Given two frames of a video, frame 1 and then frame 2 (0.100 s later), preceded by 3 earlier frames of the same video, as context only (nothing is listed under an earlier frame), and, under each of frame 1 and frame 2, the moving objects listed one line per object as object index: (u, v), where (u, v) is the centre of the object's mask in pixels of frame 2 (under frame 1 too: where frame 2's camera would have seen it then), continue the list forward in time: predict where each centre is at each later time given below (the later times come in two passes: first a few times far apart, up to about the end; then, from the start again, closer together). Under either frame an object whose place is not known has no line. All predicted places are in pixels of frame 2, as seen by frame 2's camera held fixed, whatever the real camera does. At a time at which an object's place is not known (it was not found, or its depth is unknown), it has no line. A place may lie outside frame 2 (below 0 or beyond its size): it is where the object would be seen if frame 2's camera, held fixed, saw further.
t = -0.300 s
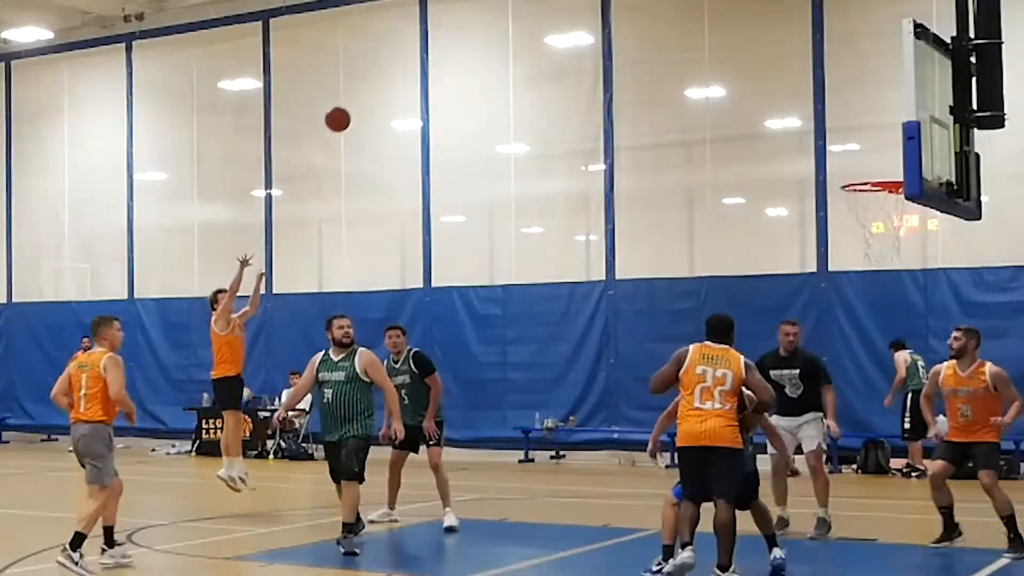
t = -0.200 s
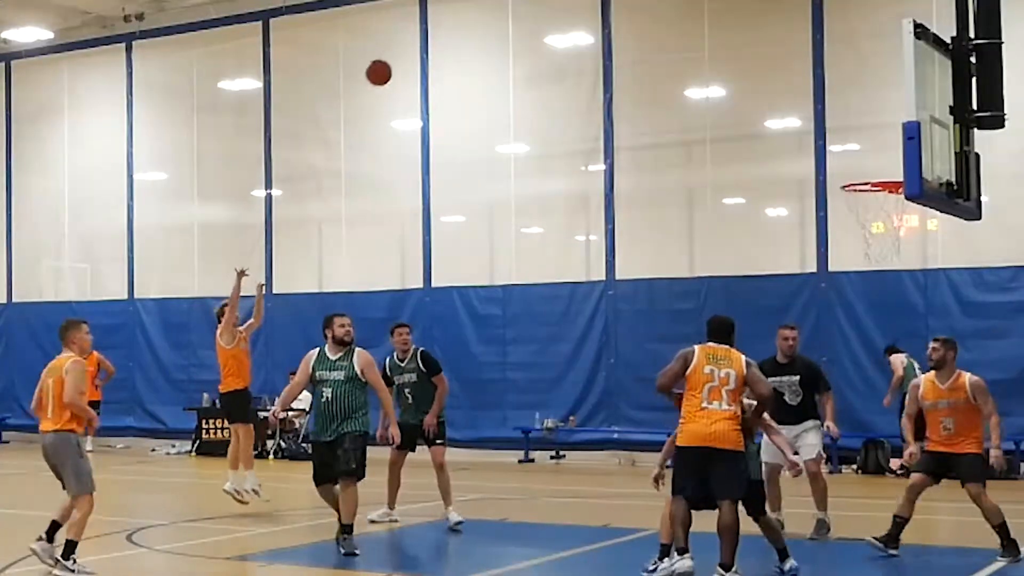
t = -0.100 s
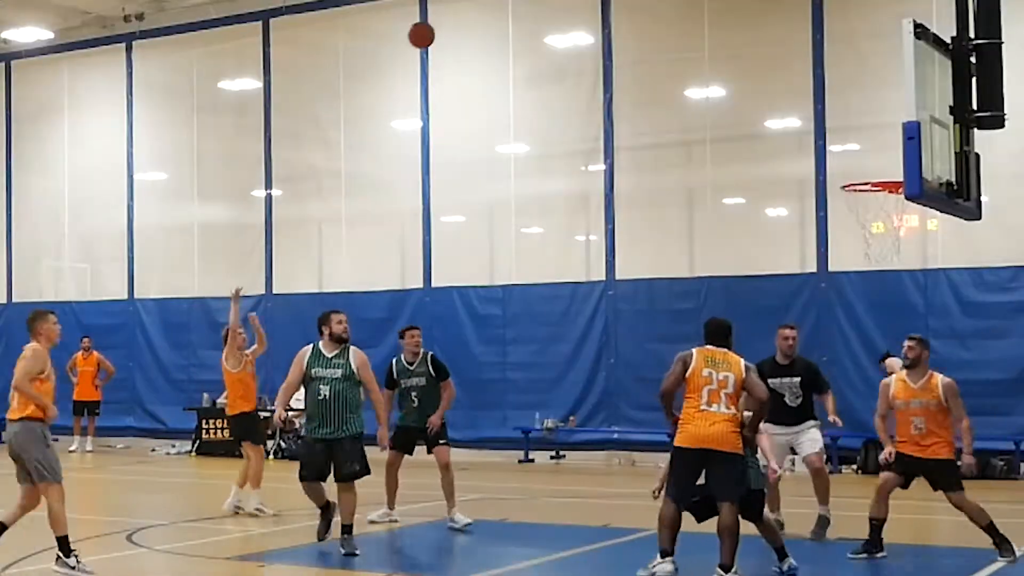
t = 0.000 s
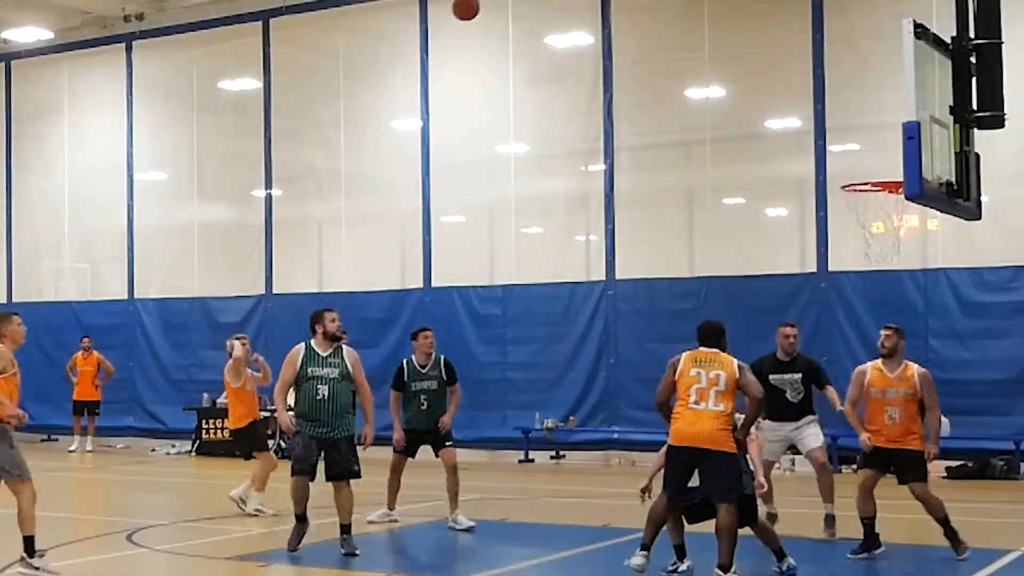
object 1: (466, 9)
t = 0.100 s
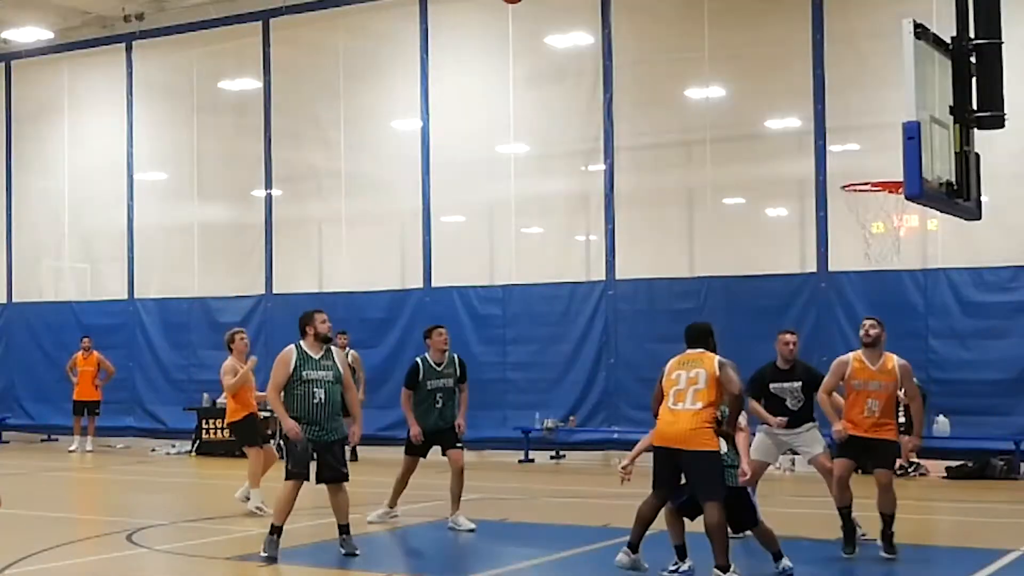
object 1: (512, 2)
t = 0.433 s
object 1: (686, 16)
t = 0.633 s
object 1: (807, 106)
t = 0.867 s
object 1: (926, 239)
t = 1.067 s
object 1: (972, 335)
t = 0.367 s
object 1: (648, 6)
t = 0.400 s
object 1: (667, 10)
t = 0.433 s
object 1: (686, 16)
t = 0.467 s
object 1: (705, 27)
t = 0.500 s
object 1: (725, 39)
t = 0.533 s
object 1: (745, 53)
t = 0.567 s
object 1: (765, 69)
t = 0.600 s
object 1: (786, 87)
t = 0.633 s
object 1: (807, 106)
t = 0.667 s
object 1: (828, 128)
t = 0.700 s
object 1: (851, 152)
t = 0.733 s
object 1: (872, 172)
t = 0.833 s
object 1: (919, 230)
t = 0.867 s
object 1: (926, 239)
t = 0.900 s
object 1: (933, 251)
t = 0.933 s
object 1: (941, 264)
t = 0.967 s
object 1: (948, 280)
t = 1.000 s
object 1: (956, 296)
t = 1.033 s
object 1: (964, 315)
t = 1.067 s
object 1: (972, 335)
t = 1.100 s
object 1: (980, 358)
